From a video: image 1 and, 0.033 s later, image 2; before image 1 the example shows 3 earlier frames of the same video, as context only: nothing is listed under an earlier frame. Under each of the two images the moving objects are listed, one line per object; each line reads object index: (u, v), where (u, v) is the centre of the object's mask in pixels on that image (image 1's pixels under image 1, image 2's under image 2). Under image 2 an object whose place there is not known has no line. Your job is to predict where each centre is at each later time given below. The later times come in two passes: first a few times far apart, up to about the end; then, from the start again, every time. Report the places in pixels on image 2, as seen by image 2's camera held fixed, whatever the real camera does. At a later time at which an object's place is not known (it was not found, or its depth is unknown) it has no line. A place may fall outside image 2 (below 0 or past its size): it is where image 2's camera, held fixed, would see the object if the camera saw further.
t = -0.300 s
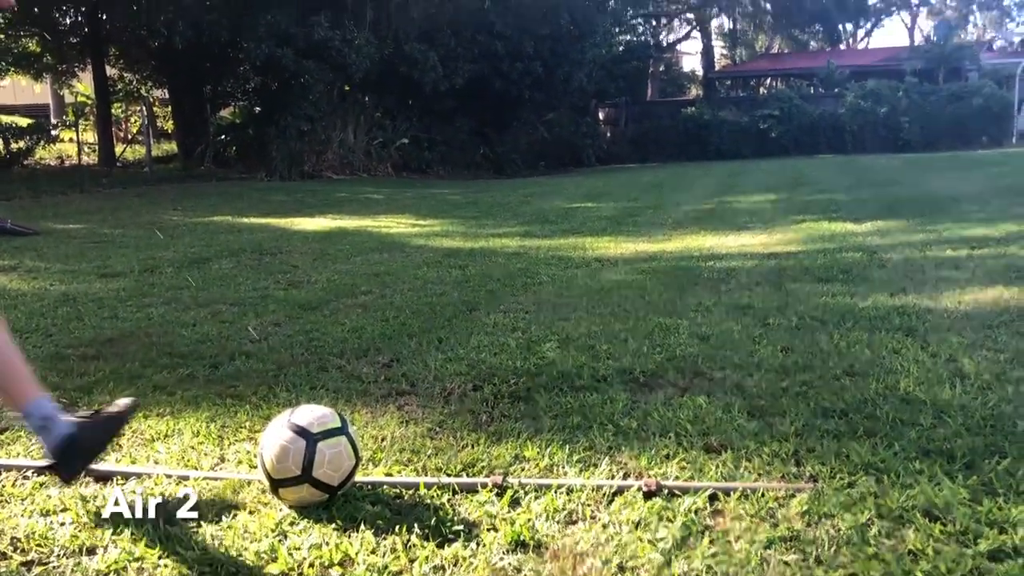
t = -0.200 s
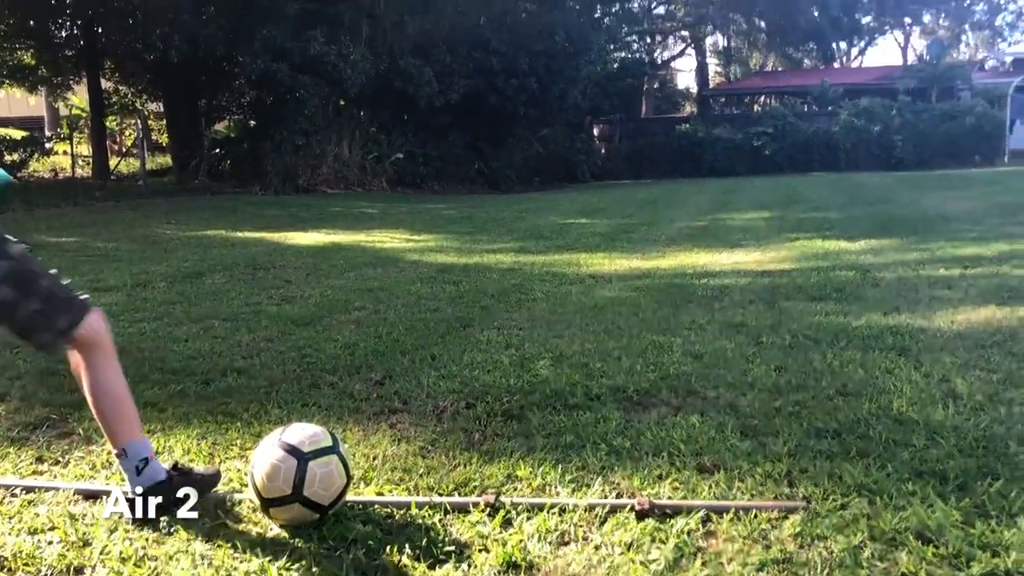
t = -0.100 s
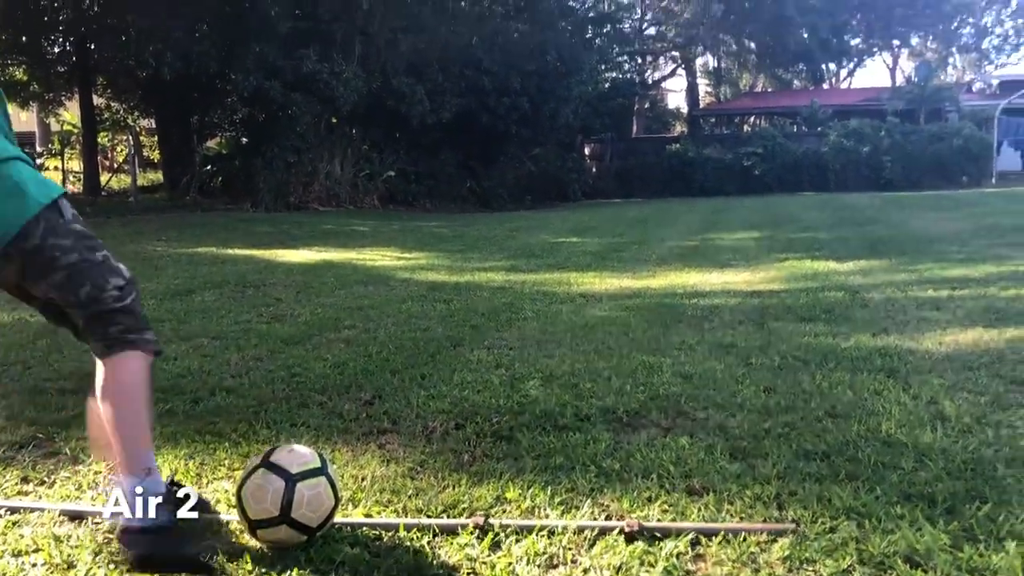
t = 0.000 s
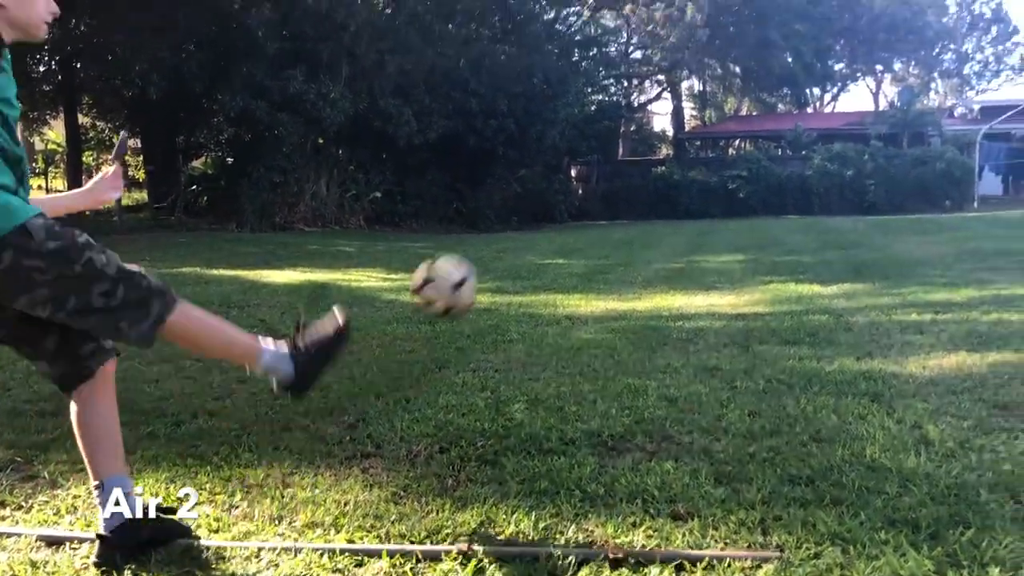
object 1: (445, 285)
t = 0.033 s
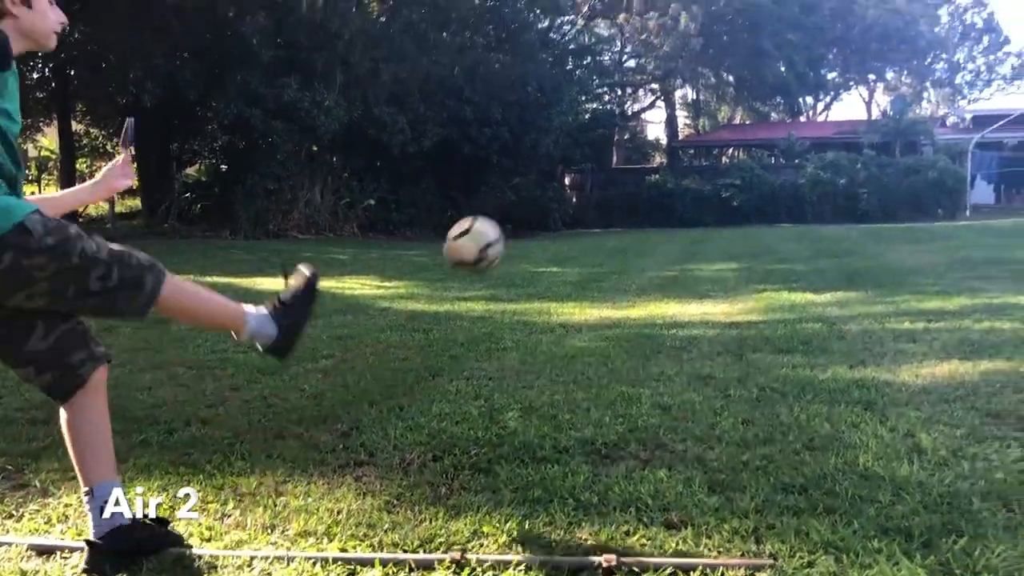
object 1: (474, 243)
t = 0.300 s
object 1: (592, 125)
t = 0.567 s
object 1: (619, 145)
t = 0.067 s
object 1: (502, 209)
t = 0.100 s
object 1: (525, 183)
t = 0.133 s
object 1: (542, 163)
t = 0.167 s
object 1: (557, 149)
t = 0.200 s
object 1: (569, 138)
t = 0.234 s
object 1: (578, 131)
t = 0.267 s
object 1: (586, 127)
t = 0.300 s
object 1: (592, 125)
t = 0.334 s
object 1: (597, 125)
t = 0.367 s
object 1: (603, 125)
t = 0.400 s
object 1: (606, 127)
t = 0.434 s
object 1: (610, 129)
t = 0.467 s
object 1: (614, 132)
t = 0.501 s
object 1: (615, 136)
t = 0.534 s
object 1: (616, 141)
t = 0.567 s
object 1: (619, 145)
